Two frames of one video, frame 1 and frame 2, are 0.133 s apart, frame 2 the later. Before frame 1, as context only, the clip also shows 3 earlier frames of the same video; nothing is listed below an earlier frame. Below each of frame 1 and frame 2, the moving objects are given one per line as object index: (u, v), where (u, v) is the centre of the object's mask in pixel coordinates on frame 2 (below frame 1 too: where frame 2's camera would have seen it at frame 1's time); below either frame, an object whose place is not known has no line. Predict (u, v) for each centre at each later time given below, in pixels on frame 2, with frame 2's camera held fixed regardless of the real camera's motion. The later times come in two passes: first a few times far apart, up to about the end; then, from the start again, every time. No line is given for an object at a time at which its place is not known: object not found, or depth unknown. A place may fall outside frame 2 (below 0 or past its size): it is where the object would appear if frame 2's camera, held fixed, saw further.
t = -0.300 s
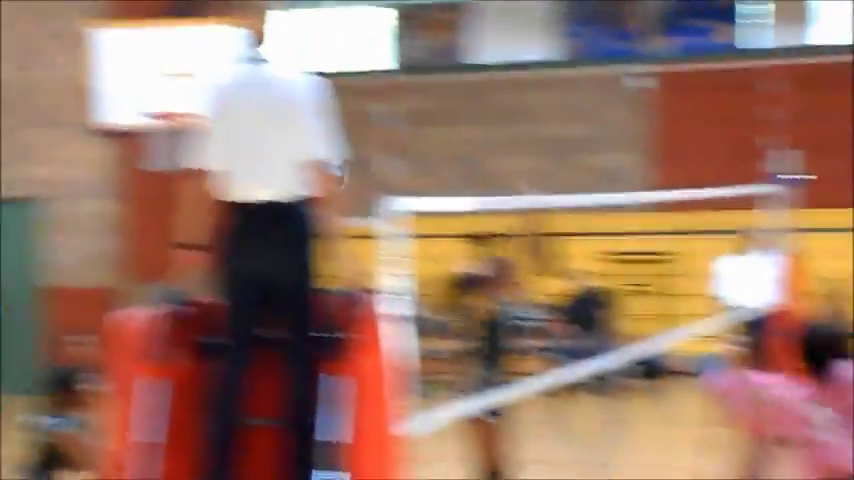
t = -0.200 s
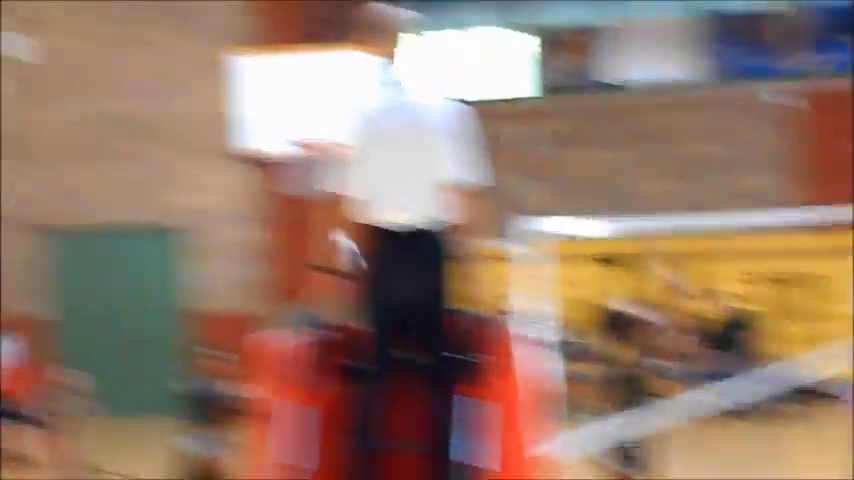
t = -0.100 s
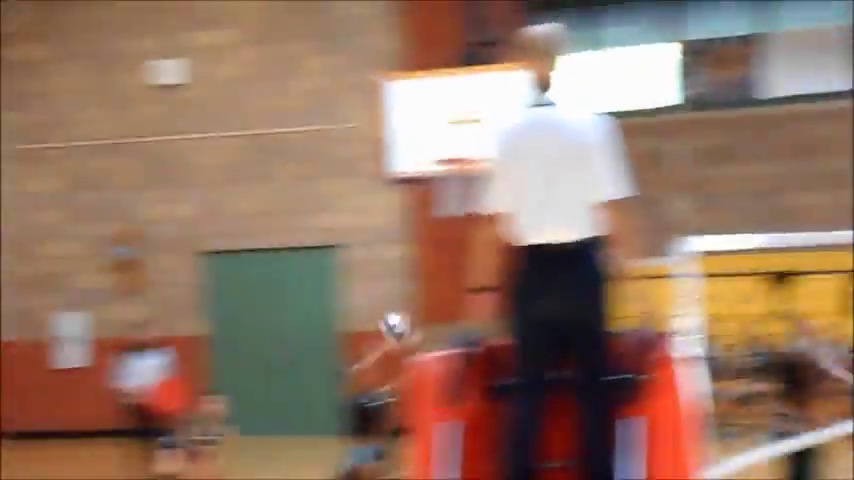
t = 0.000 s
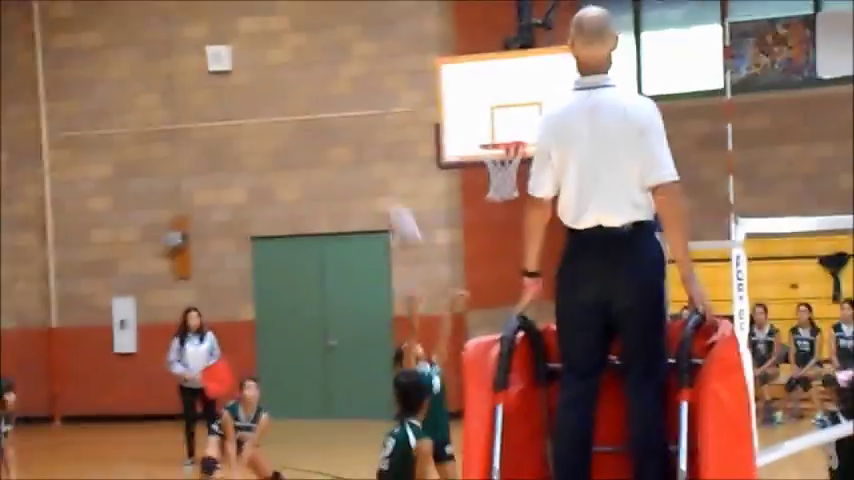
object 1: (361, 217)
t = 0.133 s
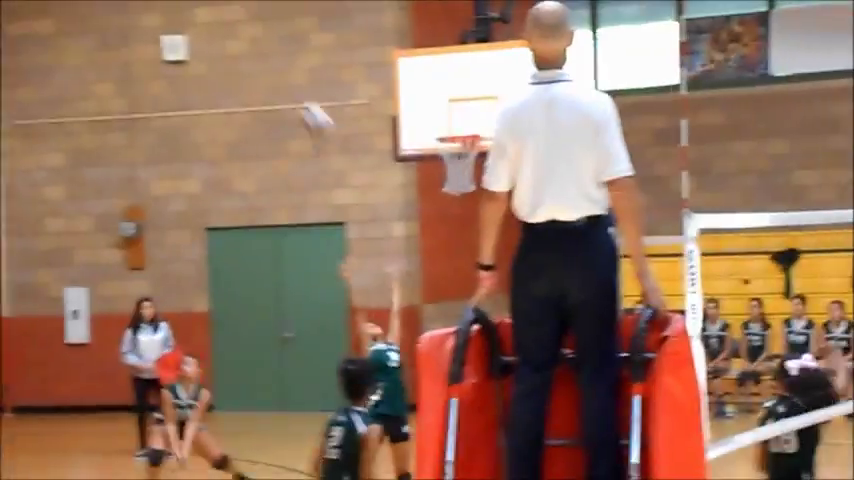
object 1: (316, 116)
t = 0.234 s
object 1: (283, 64)
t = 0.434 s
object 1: (225, 7)
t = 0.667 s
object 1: (170, 5)
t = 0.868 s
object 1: (130, 57)
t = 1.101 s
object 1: (93, 170)
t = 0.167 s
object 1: (306, 97)
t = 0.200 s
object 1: (293, 80)
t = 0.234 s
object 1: (283, 64)
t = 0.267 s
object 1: (273, 49)
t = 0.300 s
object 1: (264, 36)
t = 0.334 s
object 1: (253, 27)
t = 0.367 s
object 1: (244, 19)
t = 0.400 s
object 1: (234, 11)
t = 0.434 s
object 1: (225, 7)
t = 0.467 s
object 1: (216, 1)
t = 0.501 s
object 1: (208, -1)
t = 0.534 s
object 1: (199, -3)
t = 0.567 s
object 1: (191, -2)
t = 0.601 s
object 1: (185, -1)
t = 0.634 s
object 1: (177, 2)
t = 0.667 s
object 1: (170, 5)
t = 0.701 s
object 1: (162, 11)
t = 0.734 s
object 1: (156, 19)
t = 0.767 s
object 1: (148, 26)
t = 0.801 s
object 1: (142, 35)
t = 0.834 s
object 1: (135, 45)
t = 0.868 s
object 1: (130, 57)
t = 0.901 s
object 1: (124, 69)
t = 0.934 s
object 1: (118, 84)
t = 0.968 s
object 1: (113, 99)
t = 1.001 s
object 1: (107, 115)
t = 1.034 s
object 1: (103, 131)
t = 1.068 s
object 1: (99, 150)
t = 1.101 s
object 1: (93, 170)
